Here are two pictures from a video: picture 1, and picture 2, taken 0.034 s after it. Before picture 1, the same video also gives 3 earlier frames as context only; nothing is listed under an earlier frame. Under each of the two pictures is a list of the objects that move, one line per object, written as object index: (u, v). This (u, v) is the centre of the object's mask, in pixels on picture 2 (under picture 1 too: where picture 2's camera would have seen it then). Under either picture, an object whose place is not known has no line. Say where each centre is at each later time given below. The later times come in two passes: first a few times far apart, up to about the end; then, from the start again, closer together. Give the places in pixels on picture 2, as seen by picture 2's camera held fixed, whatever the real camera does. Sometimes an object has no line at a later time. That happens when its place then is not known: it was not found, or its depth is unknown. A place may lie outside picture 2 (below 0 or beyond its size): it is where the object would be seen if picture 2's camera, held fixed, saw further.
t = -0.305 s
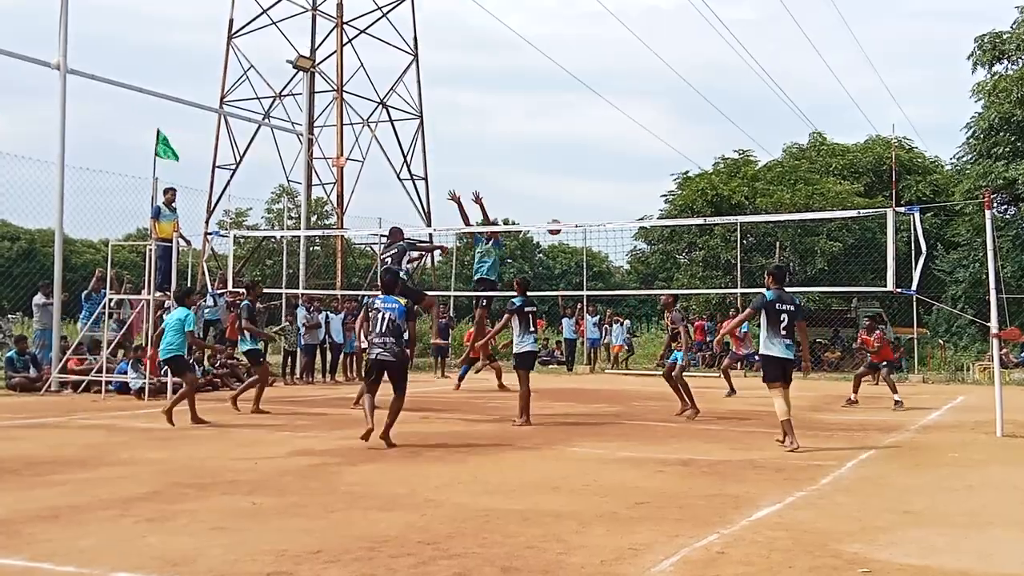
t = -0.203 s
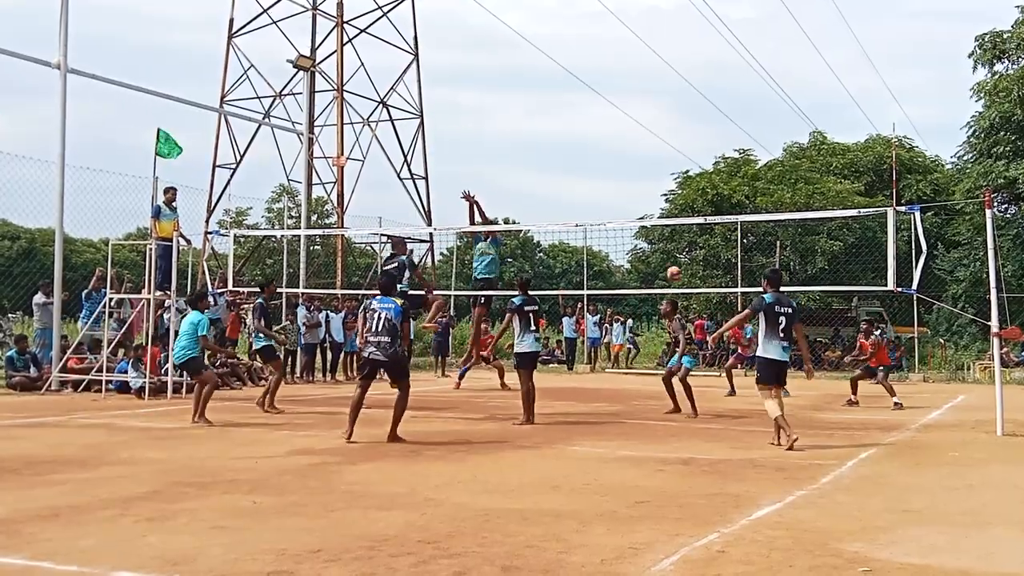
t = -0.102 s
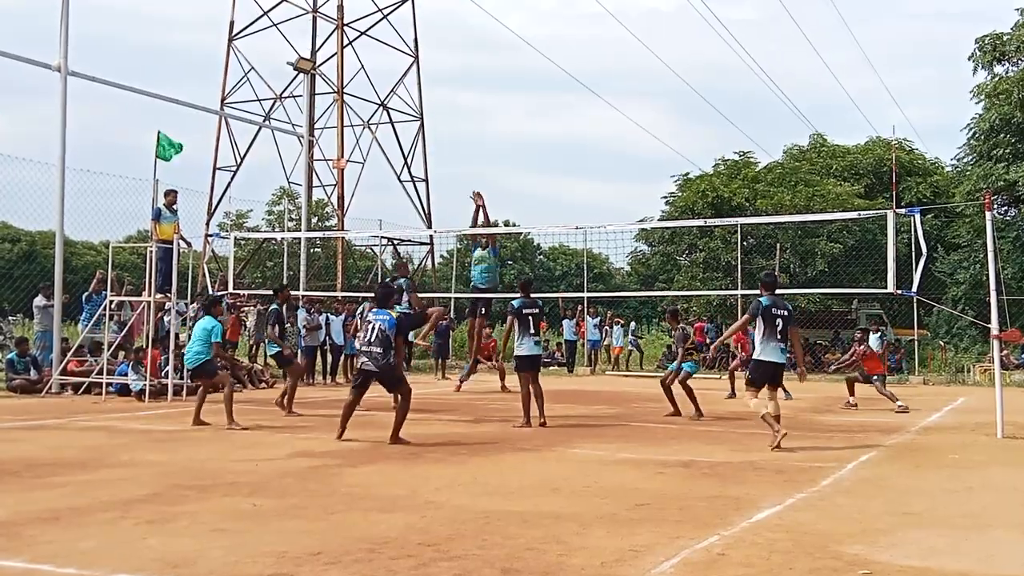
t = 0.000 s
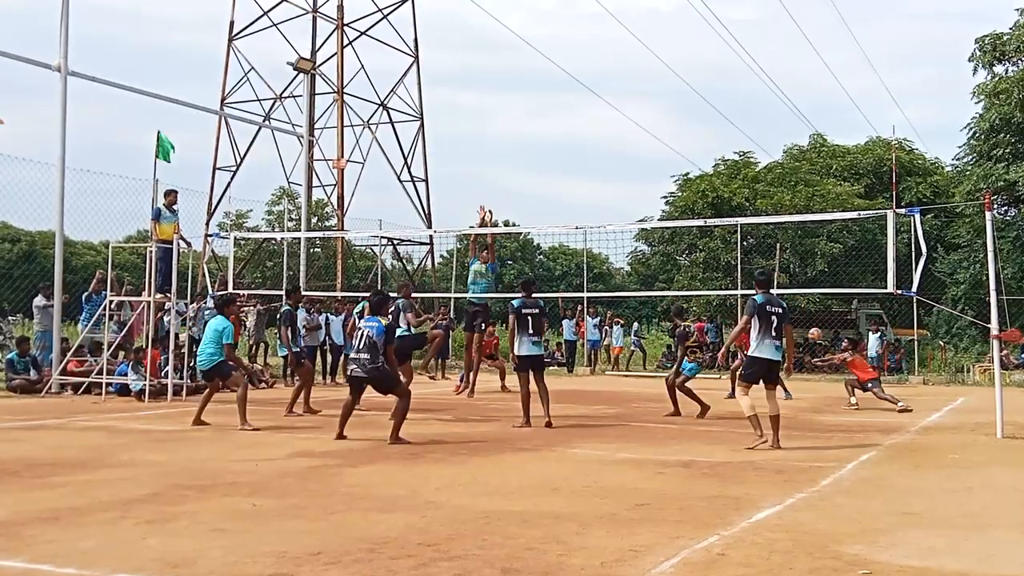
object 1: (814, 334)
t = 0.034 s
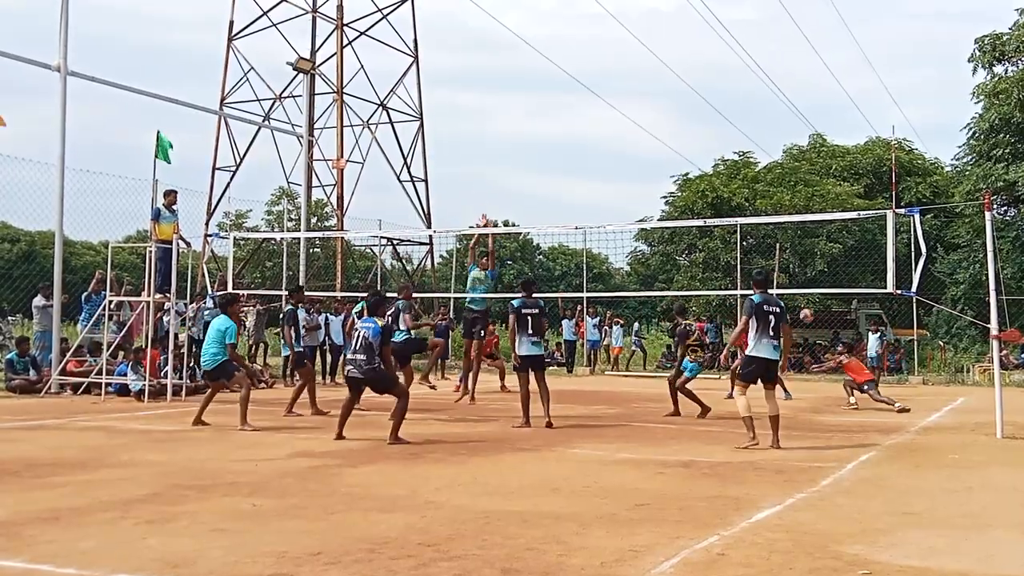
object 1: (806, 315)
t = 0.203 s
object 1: (768, 230)
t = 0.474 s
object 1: (714, 126)
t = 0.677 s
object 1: (675, 76)
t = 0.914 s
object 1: (629, 47)
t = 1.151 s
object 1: (582, 55)
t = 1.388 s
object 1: (533, 102)
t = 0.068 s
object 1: (798, 299)
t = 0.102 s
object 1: (792, 279)
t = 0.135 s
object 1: (784, 262)
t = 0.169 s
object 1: (776, 246)
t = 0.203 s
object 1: (768, 230)
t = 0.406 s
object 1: (728, 149)
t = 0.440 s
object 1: (721, 137)
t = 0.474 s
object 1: (714, 126)
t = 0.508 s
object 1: (707, 116)
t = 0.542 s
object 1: (701, 107)
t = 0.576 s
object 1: (695, 98)
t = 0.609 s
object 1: (688, 90)
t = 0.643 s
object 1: (681, 82)
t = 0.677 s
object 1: (675, 76)
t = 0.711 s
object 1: (668, 69)
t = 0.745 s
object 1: (662, 64)
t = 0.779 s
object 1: (655, 59)
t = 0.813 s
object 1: (649, 55)
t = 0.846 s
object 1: (642, 52)
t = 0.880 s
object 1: (636, 49)
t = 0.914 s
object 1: (629, 47)
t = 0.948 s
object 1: (622, 46)
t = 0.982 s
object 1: (616, 46)
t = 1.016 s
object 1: (609, 47)
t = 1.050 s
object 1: (603, 47)
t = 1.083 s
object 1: (596, 49)
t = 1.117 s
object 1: (589, 52)
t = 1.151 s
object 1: (582, 55)
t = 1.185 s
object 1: (575, 60)
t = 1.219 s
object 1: (569, 65)
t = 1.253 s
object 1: (562, 71)
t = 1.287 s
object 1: (554, 77)
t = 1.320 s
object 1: (547, 85)
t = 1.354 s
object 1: (541, 93)
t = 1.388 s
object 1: (533, 102)
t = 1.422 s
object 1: (526, 112)
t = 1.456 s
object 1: (519, 123)
